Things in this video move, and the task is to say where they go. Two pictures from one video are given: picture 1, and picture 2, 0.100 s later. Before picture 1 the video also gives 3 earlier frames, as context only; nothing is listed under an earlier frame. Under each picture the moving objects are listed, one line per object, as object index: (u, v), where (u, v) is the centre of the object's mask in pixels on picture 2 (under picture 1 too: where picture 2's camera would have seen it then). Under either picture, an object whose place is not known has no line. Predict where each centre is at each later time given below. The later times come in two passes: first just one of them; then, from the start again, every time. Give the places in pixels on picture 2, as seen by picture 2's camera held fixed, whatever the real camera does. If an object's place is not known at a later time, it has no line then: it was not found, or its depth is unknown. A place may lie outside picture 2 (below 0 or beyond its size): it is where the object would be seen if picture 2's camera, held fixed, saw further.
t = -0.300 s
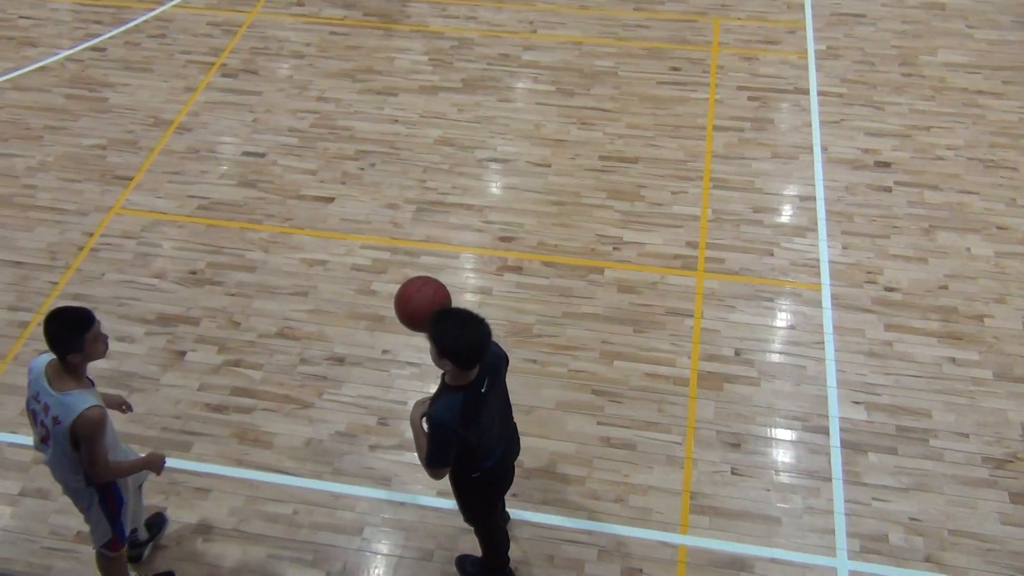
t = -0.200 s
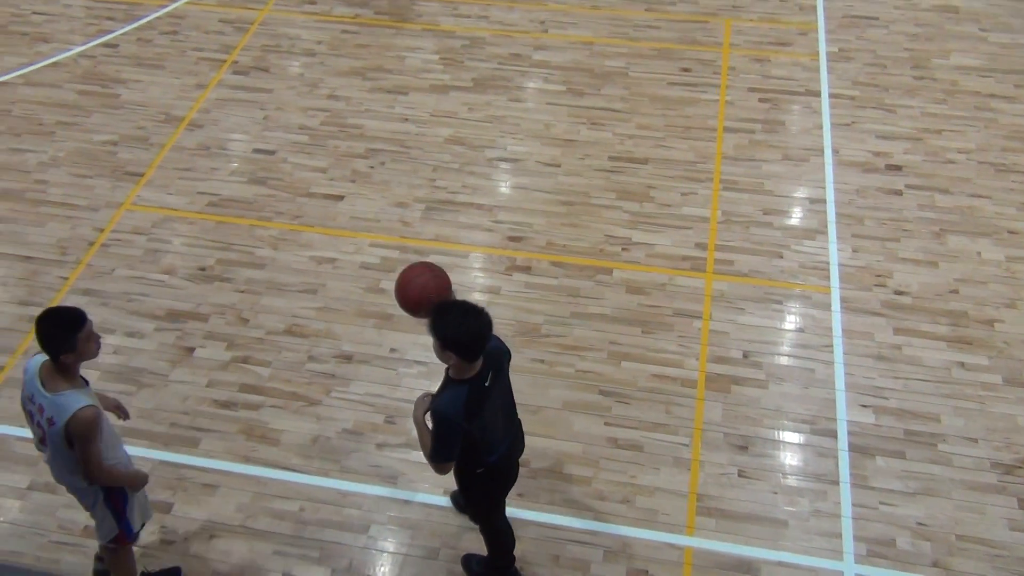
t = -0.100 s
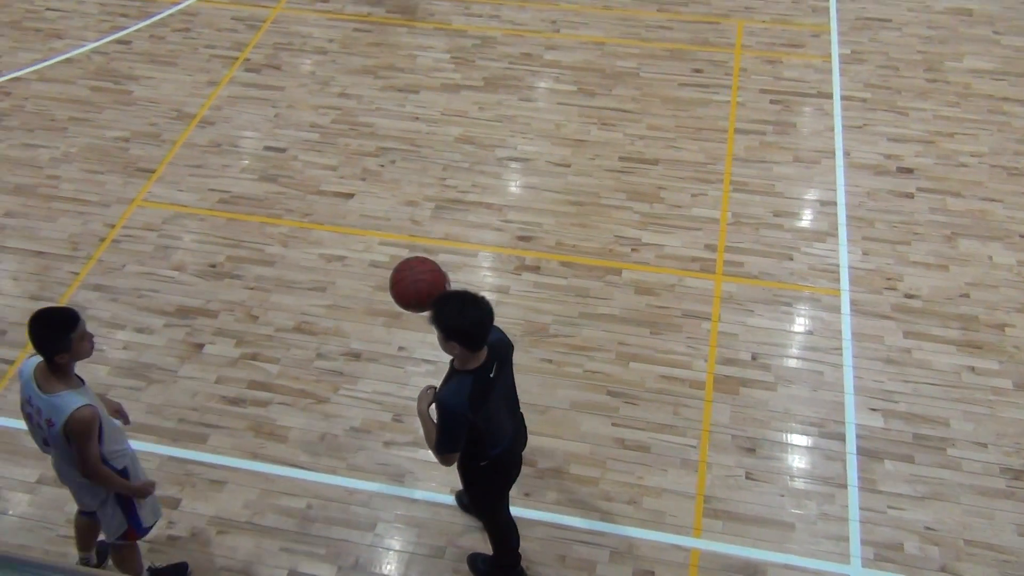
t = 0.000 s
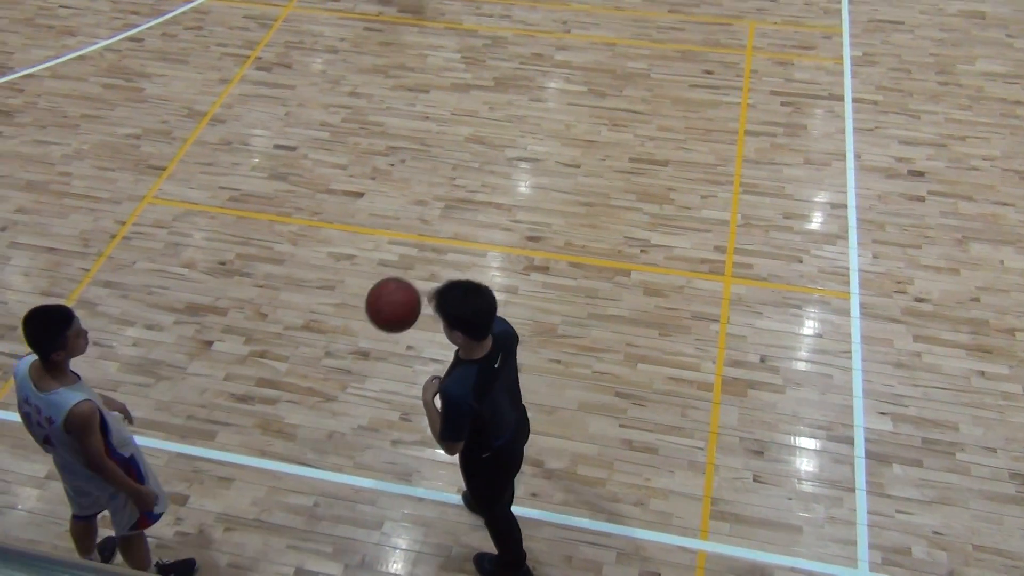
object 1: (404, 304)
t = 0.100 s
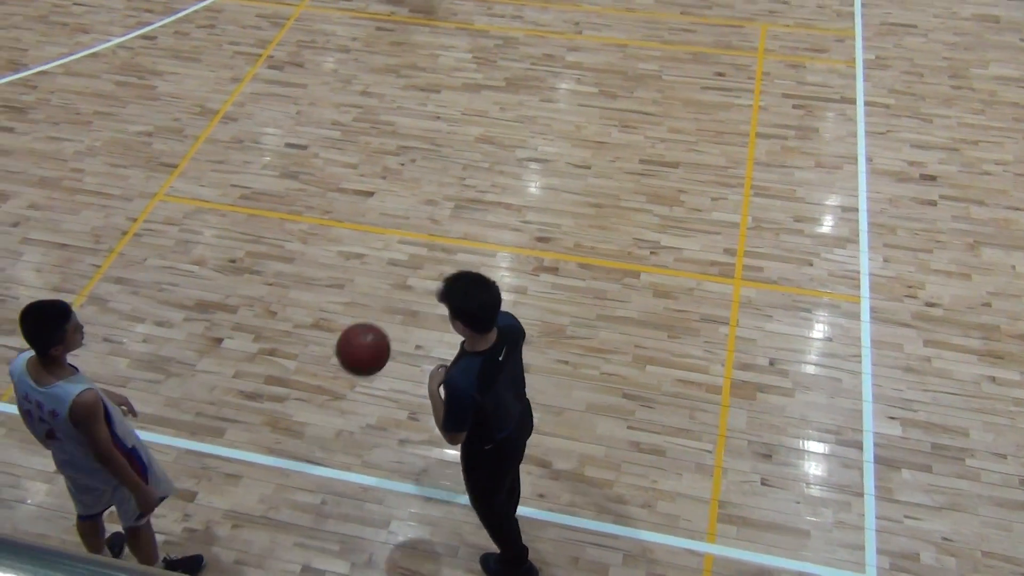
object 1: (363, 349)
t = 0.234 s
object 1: (319, 424)
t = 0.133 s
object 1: (351, 366)
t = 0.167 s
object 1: (340, 386)
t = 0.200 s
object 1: (329, 404)
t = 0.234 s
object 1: (319, 424)
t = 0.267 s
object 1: (310, 444)
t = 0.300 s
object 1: (302, 466)
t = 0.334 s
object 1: (295, 482)
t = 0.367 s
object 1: (282, 468)
